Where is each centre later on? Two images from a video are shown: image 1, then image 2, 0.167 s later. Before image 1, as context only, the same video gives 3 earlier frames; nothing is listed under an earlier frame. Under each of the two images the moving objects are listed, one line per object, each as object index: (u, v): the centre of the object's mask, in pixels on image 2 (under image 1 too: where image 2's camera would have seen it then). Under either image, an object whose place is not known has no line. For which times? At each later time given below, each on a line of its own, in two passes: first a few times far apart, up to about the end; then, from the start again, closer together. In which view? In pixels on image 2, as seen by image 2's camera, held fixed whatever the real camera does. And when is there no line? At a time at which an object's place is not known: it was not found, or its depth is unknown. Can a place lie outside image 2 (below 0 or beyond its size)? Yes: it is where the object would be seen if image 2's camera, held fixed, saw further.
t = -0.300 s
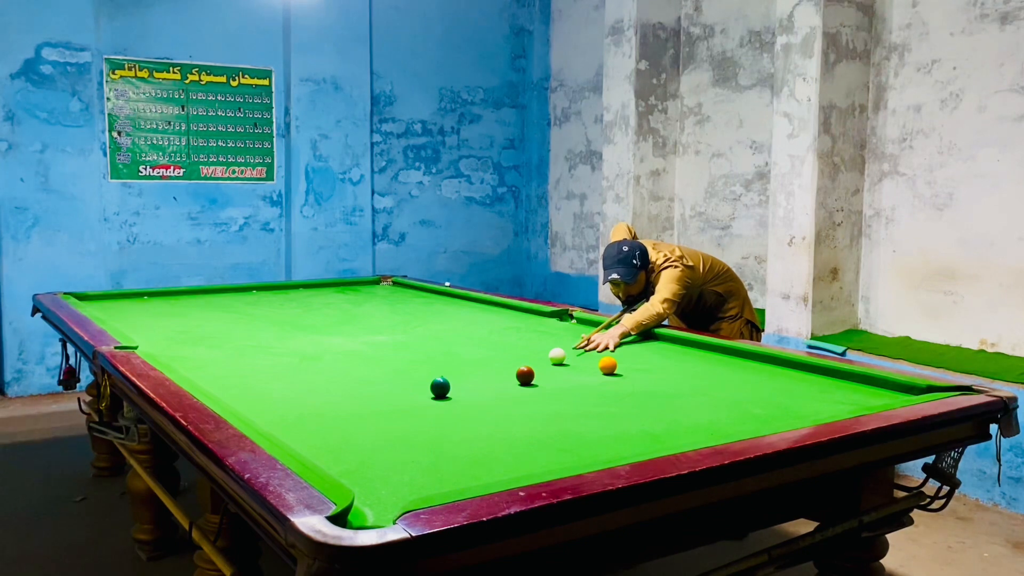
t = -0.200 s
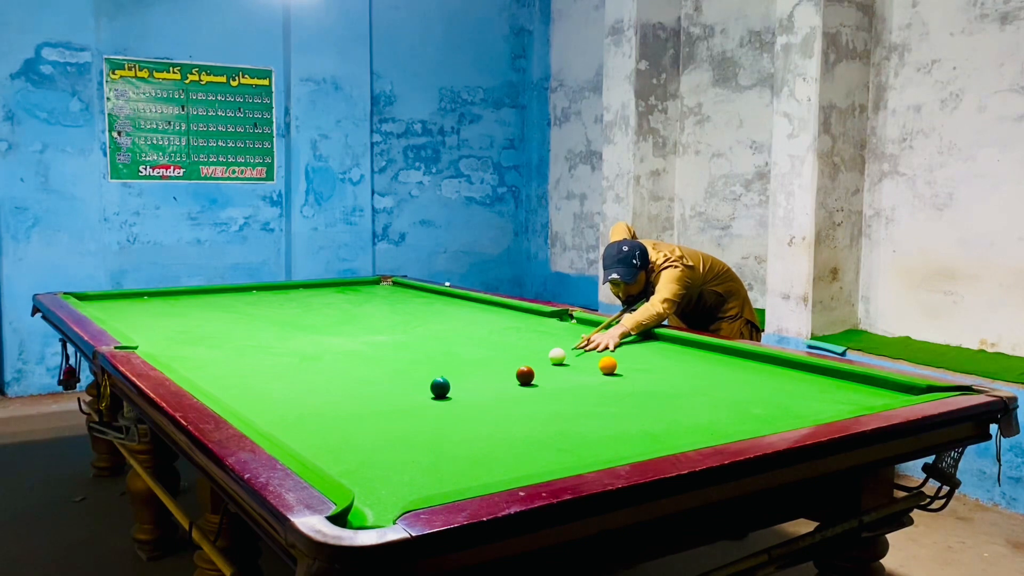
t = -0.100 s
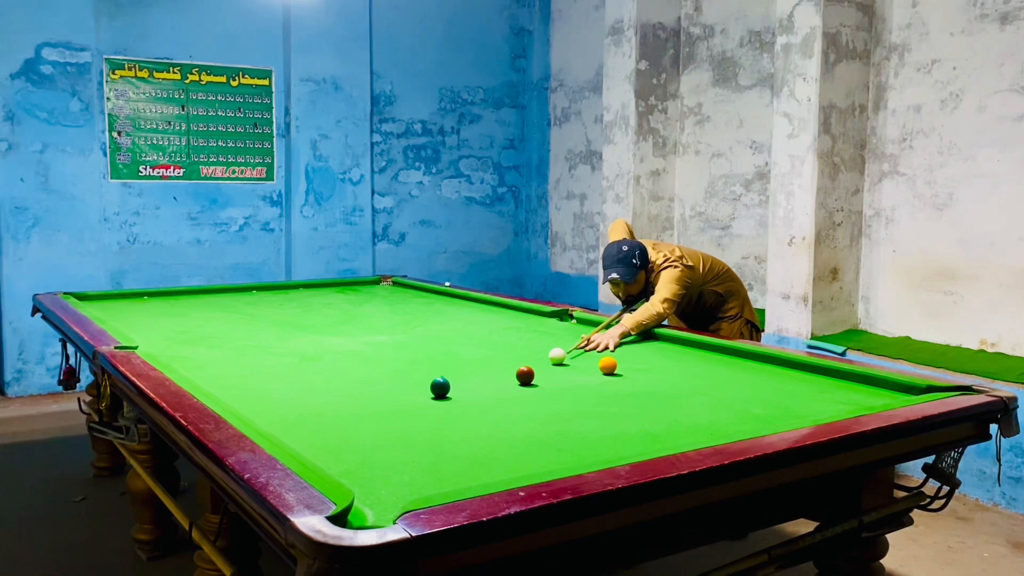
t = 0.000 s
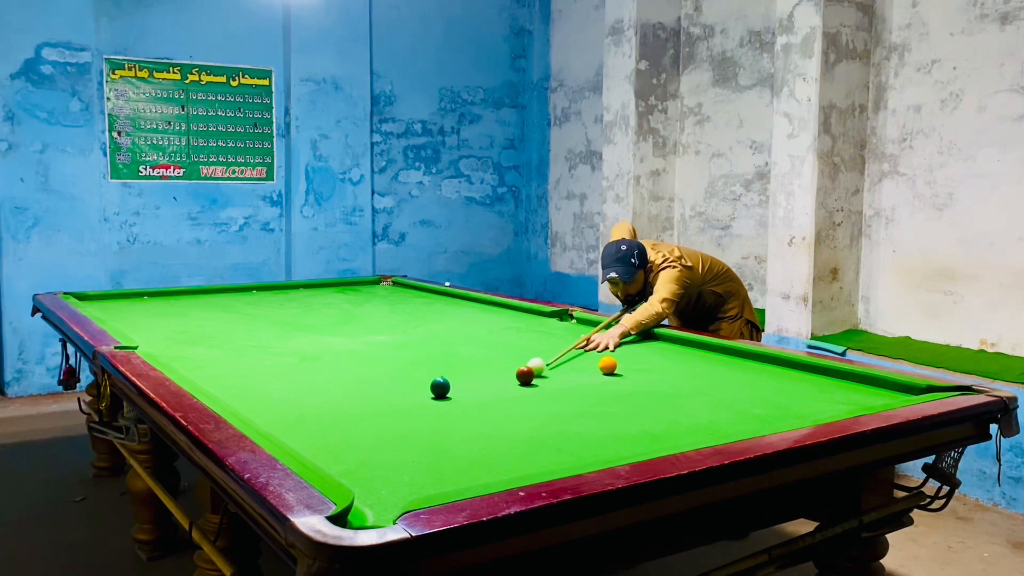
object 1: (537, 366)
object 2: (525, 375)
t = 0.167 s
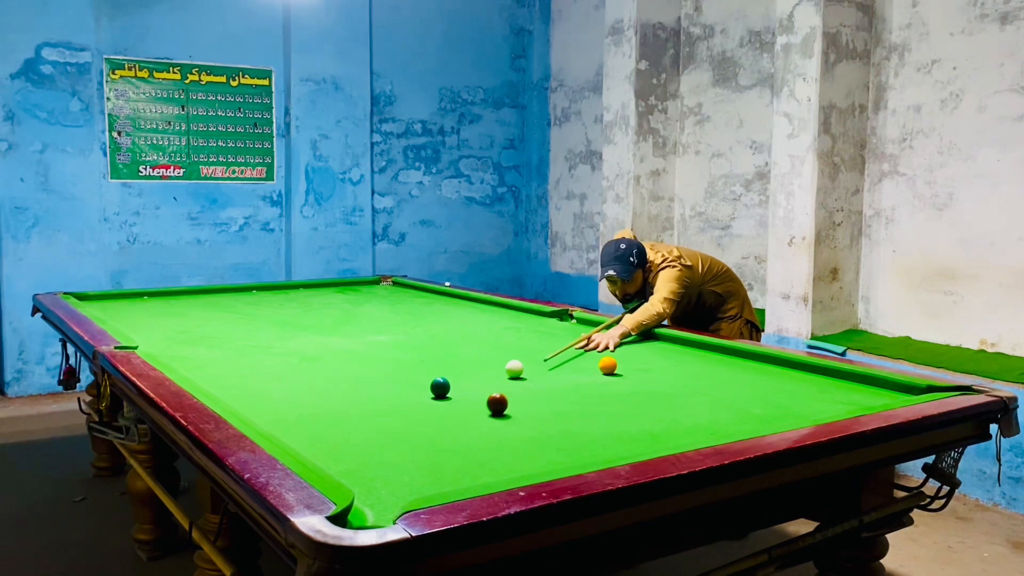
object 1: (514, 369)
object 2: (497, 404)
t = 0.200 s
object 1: (512, 368)
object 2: (490, 411)
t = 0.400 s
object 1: (499, 364)
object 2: (442, 461)
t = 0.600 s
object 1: (488, 361)
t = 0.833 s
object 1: (476, 358)
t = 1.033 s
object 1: (467, 356)
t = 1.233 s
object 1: (459, 353)
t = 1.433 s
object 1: (452, 351)
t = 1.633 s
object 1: (445, 350)
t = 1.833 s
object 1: (439, 348)
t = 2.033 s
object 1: (434, 347)
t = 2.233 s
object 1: (430, 346)
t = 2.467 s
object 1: (427, 345)
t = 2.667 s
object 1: (425, 345)
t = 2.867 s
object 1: (423, 345)
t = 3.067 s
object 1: (423, 345)
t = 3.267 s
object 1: (423, 345)
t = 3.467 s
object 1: (423, 345)
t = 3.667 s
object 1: (423, 345)
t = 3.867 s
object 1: (423, 345)
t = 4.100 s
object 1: (423, 345)
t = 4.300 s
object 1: (423, 345)
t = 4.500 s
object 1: (423, 345)
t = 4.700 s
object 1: (423, 345)
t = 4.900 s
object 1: (424, 345)
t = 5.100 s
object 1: (424, 345)
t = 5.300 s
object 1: (424, 345)
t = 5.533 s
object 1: (424, 345)
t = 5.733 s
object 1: (424, 345)
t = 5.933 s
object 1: (424, 345)
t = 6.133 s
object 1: (424, 345)
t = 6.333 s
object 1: (424, 345)
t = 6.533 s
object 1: (424, 345)
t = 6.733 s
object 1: (424, 345)
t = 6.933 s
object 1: (424, 345)
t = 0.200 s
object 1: (512, 368)
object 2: (490, 411)
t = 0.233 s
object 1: (510, 368)
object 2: (483, 419)
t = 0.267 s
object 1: (508, 367)
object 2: (476, 426)
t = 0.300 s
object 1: (505, 366)
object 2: (468, 434)
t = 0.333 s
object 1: (503, 366)
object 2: (460, 442)
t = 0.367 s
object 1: (501, 365)
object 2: (451, 452)
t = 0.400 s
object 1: (499, 364)
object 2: (442, 461)
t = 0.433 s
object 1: (497, 364)
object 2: (432, 472)
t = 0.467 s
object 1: (495, 364)
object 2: (421, 482)
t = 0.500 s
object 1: (493, 363)
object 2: (408, 491)
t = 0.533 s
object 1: (491, 362)
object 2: (392, 505)
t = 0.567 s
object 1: (489, 362)
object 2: (373, 516)
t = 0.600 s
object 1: (488, 361)
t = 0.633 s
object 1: (486, 361)
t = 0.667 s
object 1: (484, 360)
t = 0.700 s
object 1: (482, 360)
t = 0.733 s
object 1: (481, 359)
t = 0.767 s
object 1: (479, 359)
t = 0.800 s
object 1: (478, 358)
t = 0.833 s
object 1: (476, 358)
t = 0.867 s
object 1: (474, 358)
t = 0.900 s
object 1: (473, 357)
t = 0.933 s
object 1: (471, 357)
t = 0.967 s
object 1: (470, 356)
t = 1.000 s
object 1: (468, 356)
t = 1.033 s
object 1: (467, 356)
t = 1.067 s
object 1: (465, 355)
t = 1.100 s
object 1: (464, 355)
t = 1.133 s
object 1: (463, 354)
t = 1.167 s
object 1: (461, 354)
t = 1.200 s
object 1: (460, 354)
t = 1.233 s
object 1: (459, 353)
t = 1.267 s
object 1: (457, 353)
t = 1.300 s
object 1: (456, 353)
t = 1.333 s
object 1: (455, 352)
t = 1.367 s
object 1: (454, 352)
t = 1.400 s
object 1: (453, 352)
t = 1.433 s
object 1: (452, 351)
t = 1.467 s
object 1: (450, 351)
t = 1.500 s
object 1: (449, 351)
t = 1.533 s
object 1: (448, 351)
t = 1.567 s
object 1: (447, 350)
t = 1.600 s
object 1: (446, 350)
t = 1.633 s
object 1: (445, 350)
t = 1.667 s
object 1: (444, 349)
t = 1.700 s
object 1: (443, 349)
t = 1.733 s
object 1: (442, 349)
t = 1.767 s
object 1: (441, 349)
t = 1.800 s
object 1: (440, 349)
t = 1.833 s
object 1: (439, 348)
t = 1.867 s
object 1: (438, 348)
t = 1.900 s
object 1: (437, 348)
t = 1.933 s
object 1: (437, 348)
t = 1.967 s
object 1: (436, 348)
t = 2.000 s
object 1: (435, 347)
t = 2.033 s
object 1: (434, 347)
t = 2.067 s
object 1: (433, 347)
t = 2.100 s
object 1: (433, 347)
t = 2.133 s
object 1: (432, 346)
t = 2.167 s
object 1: (432, 346)
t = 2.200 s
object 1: (431, 346)
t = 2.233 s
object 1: (430, 346)
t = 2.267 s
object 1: (430, 346)
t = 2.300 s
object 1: (429, 345)
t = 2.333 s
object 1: (428, 345)
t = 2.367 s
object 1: (428, 345)
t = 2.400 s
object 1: (428, 345)
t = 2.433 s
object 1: (427, 345)
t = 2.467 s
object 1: (427, 345)
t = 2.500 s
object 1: (426, 345)
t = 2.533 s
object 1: (426, 345)
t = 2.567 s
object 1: (426, 345)
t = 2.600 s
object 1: (425, 344)
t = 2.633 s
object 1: (425, 345)
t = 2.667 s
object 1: (425, 345)
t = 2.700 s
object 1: (424, 345)
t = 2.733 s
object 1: (424, 345)
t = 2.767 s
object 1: (424, 345)
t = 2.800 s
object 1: (424, 345)
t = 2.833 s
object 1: (423, 345)
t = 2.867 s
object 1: (423, 345)
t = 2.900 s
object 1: (423, 345)
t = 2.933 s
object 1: (423, 345)
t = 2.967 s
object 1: (423, 345)
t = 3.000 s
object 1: (423, 345)
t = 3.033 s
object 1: (423, 345)
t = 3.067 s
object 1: (423, 345)
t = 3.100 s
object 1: (423, 345)
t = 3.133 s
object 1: (423, 345)
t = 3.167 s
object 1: (423, 345)
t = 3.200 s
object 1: (423, 345)
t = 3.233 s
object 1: (423, 345)
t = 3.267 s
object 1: (423, 345)
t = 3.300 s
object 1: (423, 345)
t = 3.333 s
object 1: (423, 345)
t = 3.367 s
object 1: (423, 345)
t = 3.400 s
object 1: (423, 345)
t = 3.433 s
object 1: (423, 345)
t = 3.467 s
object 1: (423, 345)
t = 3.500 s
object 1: (423, 345)
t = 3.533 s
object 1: (423, 345)
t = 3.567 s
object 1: (423, 345)
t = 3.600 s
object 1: (423, 345)
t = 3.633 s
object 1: (423, 345)
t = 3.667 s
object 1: (423, 345)
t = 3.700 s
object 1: (423, 345)
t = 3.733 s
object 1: (423, 345)
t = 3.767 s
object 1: (423, 345)
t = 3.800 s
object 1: (423, 345)
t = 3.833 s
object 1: (423, 345)
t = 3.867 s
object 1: (423, 345)
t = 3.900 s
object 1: (423, 345)
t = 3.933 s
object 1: (423, 345)
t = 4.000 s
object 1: (424, 345)
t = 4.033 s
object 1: (424, 345)
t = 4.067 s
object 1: (424, 345)
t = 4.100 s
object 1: (423, 345)
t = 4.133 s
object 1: (424, 345)
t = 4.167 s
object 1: (424, 345)
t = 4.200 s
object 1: (424, 345)
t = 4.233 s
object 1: (424, 345)
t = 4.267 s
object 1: (423, 345)
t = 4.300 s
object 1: (423, 345)
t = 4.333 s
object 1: (424, 345)
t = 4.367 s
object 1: (423, 345)
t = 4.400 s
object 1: (423, 345)
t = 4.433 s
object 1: (423, 345)
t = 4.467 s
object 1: (423, 345)
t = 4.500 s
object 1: (423, 345)
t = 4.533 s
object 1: (423, 345)
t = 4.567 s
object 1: (423, 345)
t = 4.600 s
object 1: (423, 345)
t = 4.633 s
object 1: (423, 345)
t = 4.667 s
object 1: (423, 345)
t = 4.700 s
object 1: (423, 345)
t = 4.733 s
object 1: (423, 345)
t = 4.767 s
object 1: (423, 345)
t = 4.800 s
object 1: (423, 345)
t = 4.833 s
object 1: (424, 345)
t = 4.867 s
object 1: (424, 345)
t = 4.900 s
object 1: (424, 345)
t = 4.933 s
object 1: (424, 345)
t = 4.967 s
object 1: (424, 345)
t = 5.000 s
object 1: (424, 345)
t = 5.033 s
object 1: (424, 345)
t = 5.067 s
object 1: (424, 345)
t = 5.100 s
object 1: (424, 345)
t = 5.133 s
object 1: (423, 345)
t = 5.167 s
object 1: (424, 345)
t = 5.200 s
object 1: (424, 345)
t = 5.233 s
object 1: (424, 345)
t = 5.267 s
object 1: (424, 345)
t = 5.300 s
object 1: (424, 345)
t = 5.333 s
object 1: (424, 345)
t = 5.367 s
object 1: (424, 345)
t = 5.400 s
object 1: (424, 345)
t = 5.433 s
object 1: (424, 345)
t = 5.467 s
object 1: (424, 345)
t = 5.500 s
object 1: (424, 345)
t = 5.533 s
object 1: (424, 345)
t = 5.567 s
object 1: (424, 345)
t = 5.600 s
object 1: (424, 345)
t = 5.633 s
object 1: (424, 345)
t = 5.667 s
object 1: (424, 345)
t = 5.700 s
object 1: (424, 345)
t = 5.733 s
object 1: (424, 345)
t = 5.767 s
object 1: (424, 345)
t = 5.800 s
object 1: (423, 345)
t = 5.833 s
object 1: (424, 345)
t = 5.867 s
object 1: (424, 345)
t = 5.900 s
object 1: (424, 345)
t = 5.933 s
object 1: (424, 345)
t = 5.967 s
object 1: (424, 345)
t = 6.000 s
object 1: (424, 345)
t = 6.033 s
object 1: (424, 345)
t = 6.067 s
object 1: (424, 345)
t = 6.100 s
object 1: (424, 345)
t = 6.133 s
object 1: (424, 345)
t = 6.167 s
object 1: (424, 345)
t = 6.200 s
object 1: (424, 345)
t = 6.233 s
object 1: (424, 345)
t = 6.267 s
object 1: (424, 345)
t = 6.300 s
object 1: (424, 345)
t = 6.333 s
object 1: (424, 345)
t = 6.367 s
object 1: (424, 345)
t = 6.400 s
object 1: (424, 345)
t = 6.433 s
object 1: (424, 345)
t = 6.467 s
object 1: (424, 345)
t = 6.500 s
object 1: (424, 345)
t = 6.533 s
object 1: (424, 345)
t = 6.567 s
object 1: (424, 345)
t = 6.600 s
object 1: (424, 345)
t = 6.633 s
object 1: (424, 345)
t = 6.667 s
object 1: (424, 345)
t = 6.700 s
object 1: (424, 345)
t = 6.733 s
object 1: (424, 345)
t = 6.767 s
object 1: (424, 345)
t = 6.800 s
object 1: (424, 345)
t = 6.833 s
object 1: (424, 345)
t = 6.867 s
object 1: (424, 345)
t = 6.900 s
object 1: (424, 345)
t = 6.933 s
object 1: (424, 345)
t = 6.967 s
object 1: (424, 345)
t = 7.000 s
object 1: (424, 345)
